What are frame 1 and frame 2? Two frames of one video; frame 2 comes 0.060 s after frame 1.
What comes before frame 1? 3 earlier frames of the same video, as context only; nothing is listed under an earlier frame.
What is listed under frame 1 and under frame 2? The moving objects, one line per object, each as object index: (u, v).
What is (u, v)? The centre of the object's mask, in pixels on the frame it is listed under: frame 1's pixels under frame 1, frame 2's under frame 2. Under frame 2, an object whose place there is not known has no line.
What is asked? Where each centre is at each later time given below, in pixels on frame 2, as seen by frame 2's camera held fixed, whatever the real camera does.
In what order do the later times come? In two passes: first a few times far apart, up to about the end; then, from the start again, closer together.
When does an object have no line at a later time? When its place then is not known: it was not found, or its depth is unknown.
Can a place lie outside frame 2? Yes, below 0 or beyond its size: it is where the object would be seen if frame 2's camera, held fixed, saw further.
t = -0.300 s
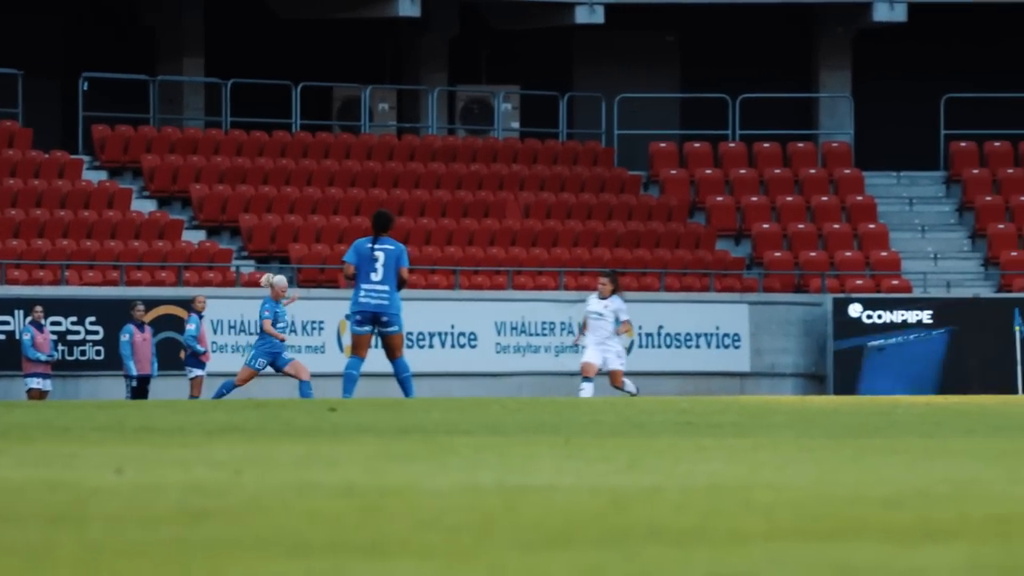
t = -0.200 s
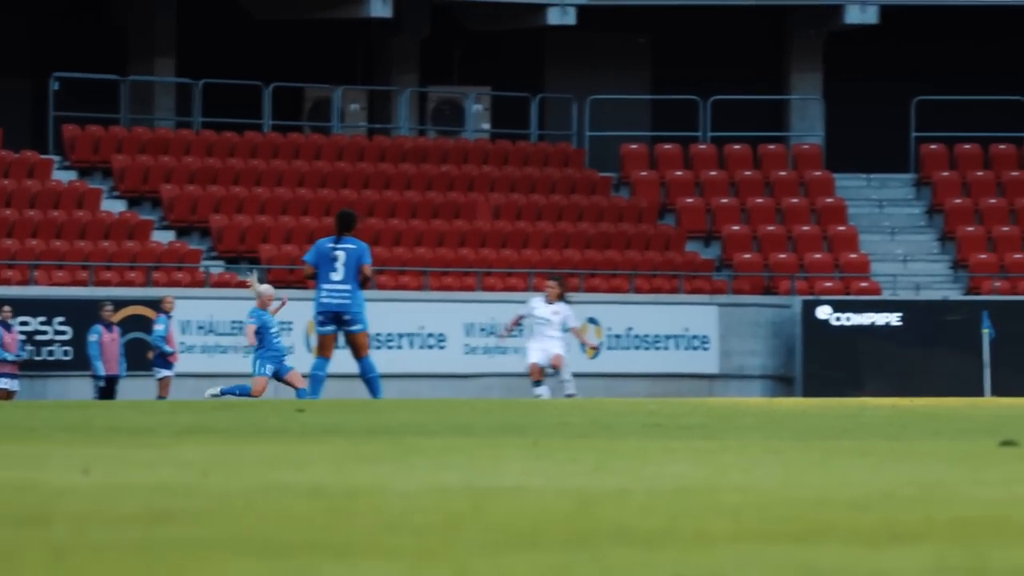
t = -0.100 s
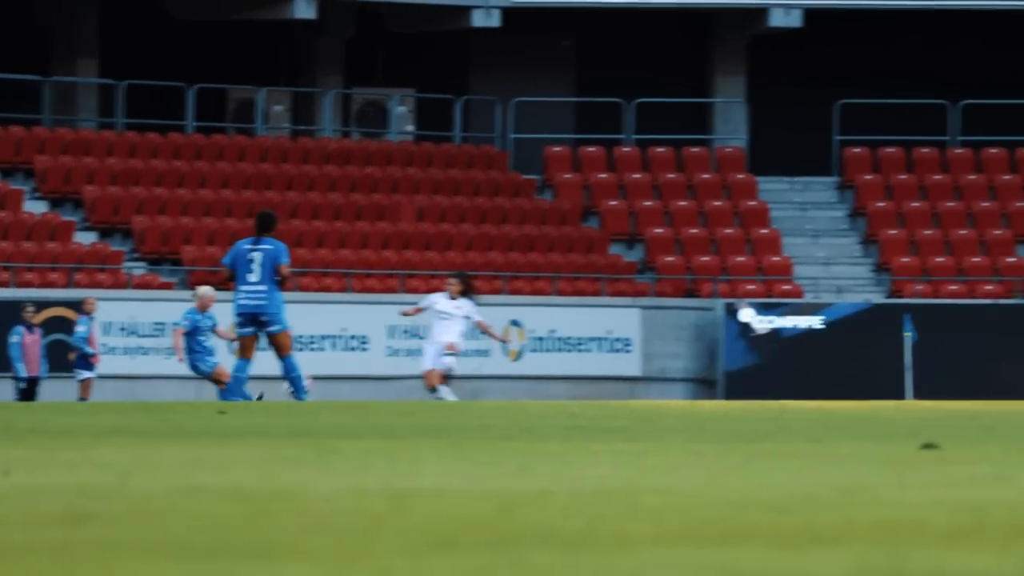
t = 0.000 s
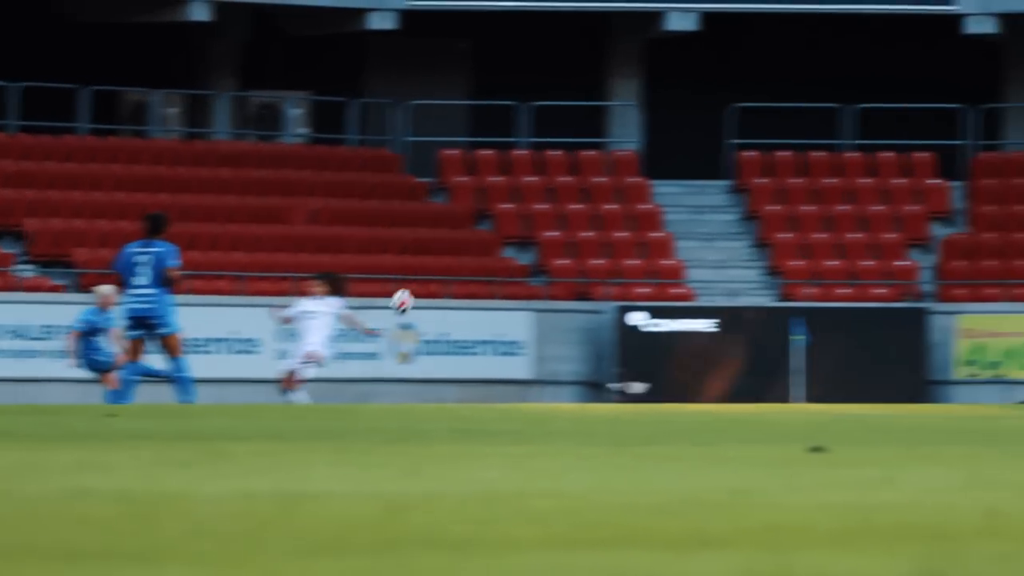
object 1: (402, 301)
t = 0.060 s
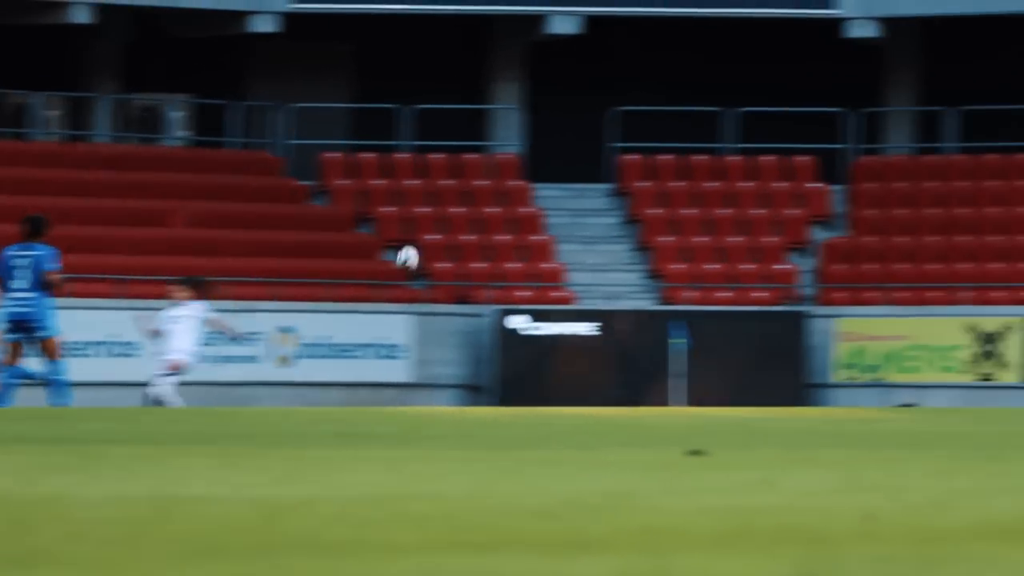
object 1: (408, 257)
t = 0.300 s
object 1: (888, 103)
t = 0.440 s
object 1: (1172, 30)
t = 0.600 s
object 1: (1526, -41)
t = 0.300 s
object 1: (888, 103)
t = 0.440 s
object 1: (1172, 30)
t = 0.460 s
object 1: (1216, 21)
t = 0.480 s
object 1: (1258, 12)
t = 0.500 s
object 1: (1301, 3)
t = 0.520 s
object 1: (1345, -5)
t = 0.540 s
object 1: (1390, -15)
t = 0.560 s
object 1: (1435, -24)
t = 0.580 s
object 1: (1480, -33)
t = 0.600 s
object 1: (1526, -41)
